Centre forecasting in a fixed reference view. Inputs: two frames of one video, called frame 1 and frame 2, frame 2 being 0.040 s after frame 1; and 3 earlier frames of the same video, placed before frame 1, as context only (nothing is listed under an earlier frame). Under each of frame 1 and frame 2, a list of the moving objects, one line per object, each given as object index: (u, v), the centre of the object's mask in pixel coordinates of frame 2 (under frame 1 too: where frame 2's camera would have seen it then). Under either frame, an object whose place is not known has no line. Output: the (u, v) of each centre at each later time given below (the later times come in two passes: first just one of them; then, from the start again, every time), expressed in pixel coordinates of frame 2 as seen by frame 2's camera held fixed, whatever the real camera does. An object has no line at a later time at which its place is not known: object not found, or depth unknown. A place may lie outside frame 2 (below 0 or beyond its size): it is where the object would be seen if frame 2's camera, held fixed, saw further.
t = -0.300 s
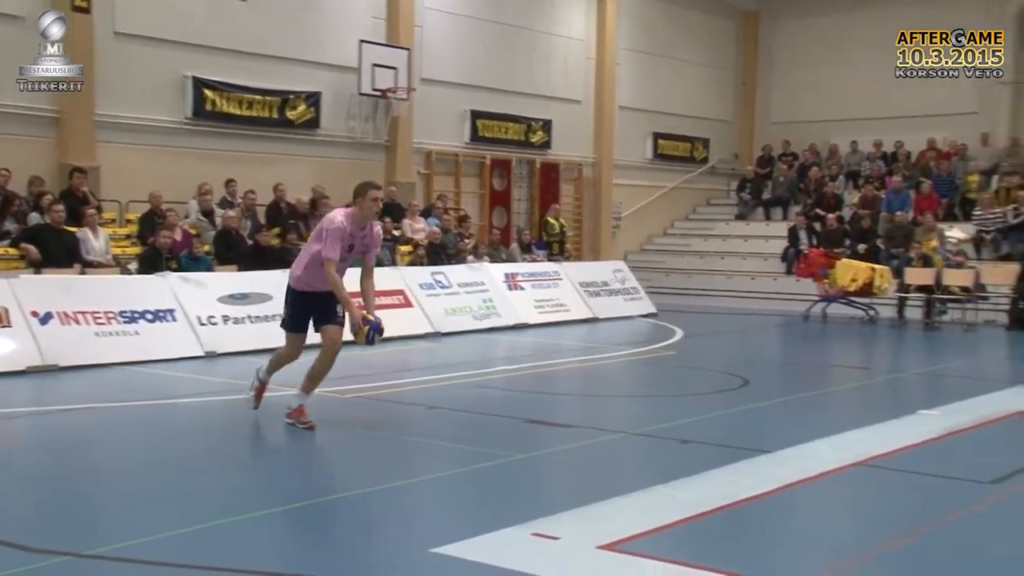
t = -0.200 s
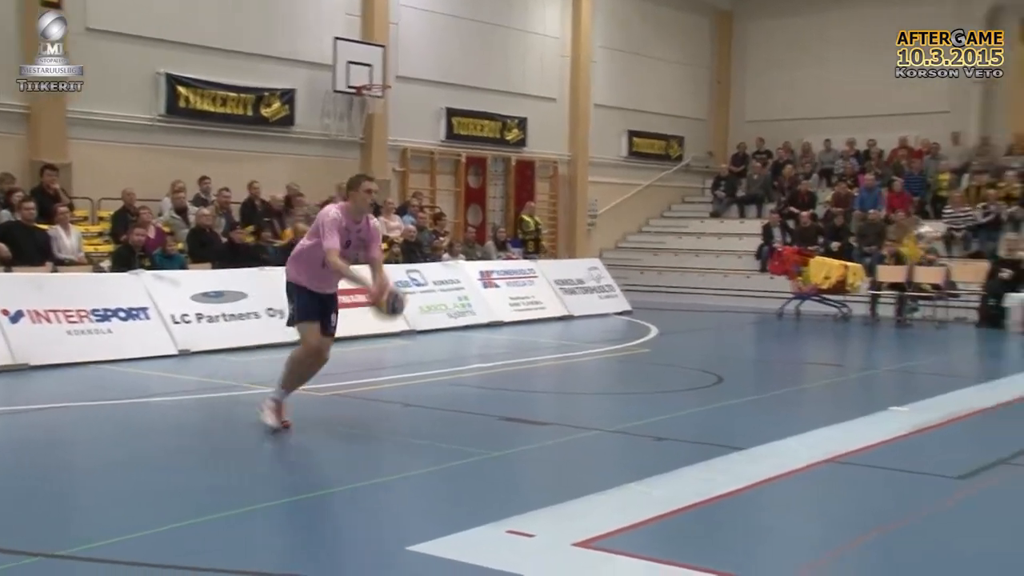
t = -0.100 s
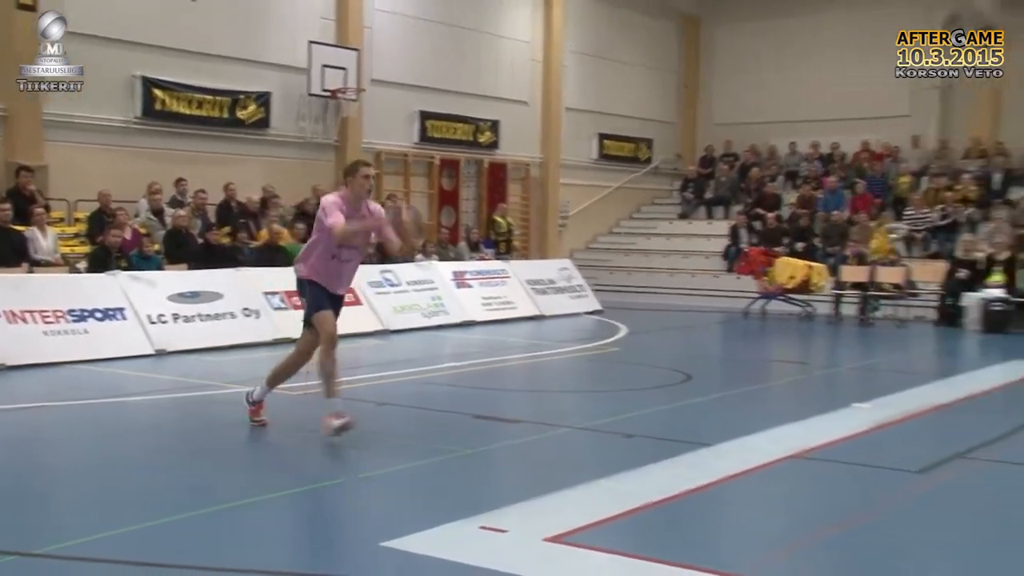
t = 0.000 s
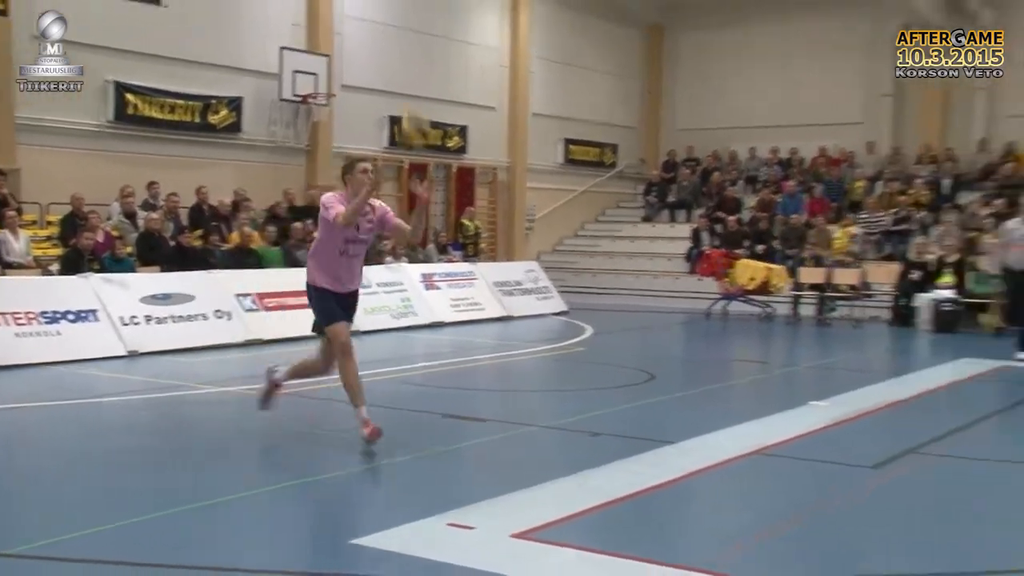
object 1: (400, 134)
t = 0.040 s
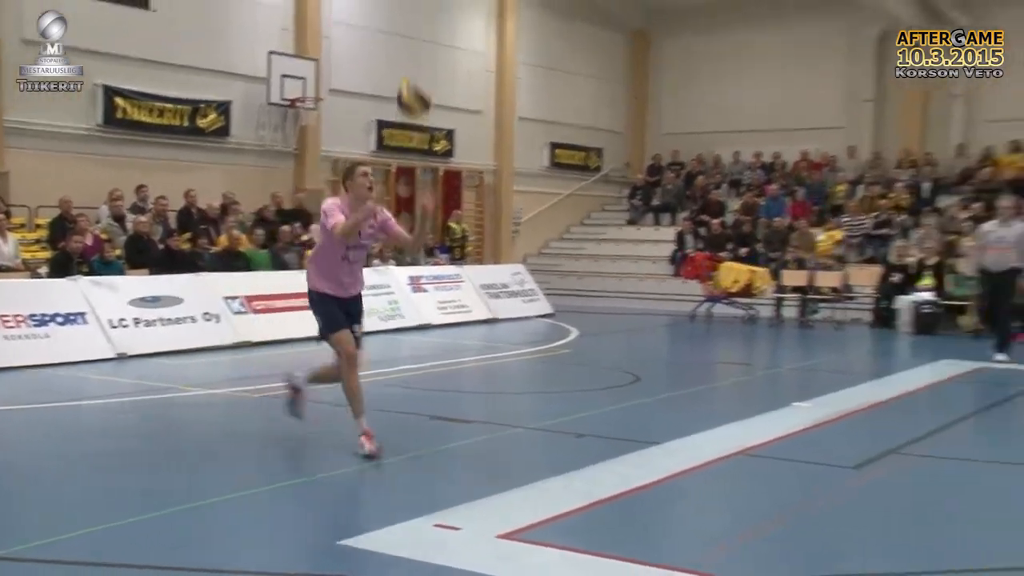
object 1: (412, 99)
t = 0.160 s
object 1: (455, 15)
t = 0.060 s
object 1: (420, 85)
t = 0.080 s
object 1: (427, 68)
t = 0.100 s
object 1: (434, 55)
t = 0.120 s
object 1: (441, 41)
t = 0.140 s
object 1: (448, 27)
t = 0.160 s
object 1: (455, 15)
